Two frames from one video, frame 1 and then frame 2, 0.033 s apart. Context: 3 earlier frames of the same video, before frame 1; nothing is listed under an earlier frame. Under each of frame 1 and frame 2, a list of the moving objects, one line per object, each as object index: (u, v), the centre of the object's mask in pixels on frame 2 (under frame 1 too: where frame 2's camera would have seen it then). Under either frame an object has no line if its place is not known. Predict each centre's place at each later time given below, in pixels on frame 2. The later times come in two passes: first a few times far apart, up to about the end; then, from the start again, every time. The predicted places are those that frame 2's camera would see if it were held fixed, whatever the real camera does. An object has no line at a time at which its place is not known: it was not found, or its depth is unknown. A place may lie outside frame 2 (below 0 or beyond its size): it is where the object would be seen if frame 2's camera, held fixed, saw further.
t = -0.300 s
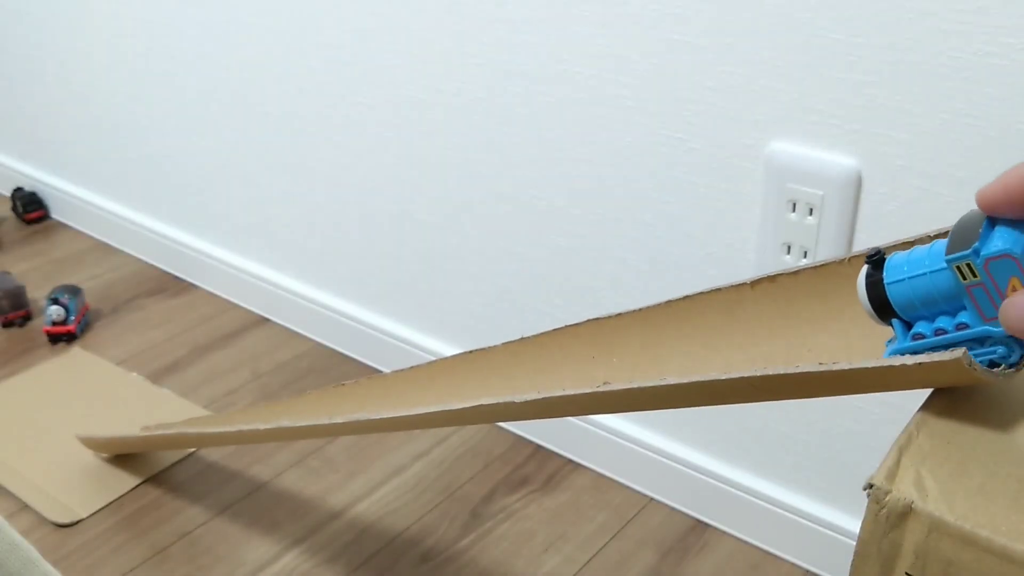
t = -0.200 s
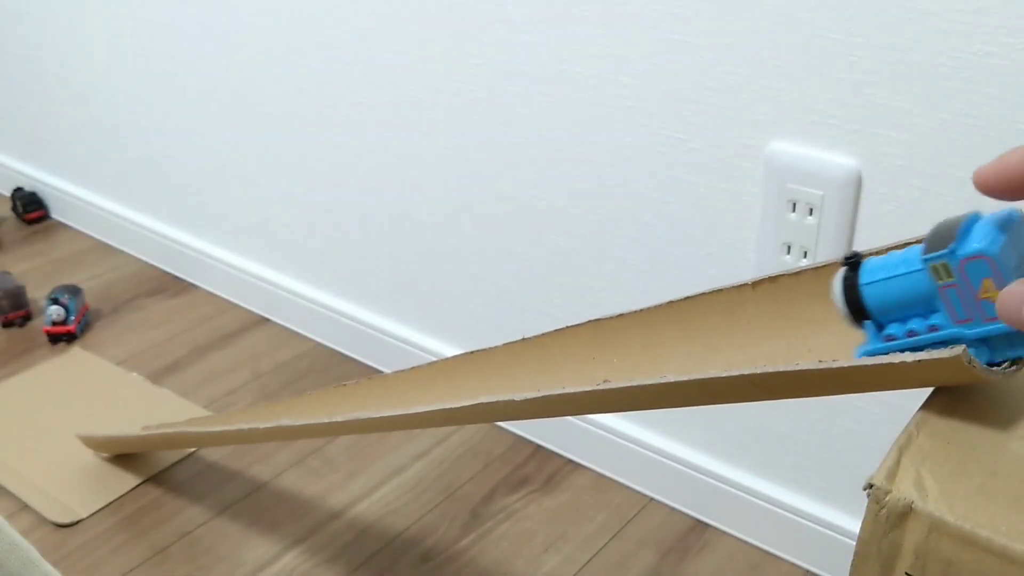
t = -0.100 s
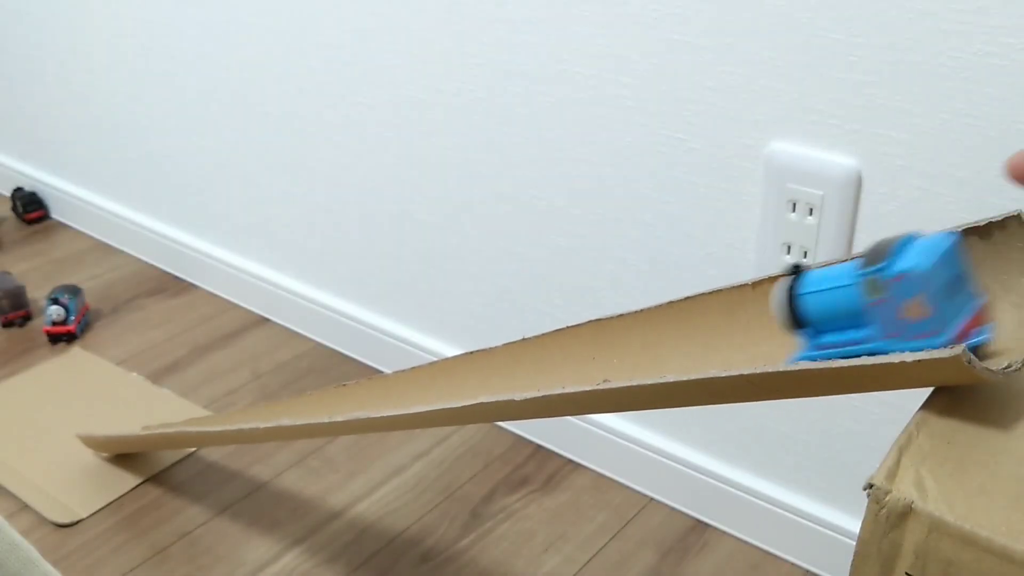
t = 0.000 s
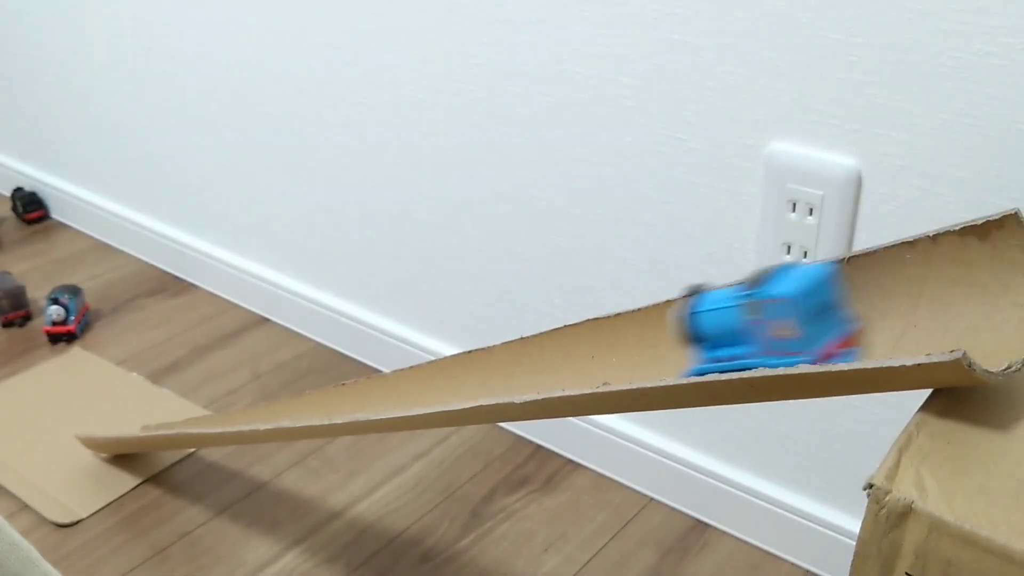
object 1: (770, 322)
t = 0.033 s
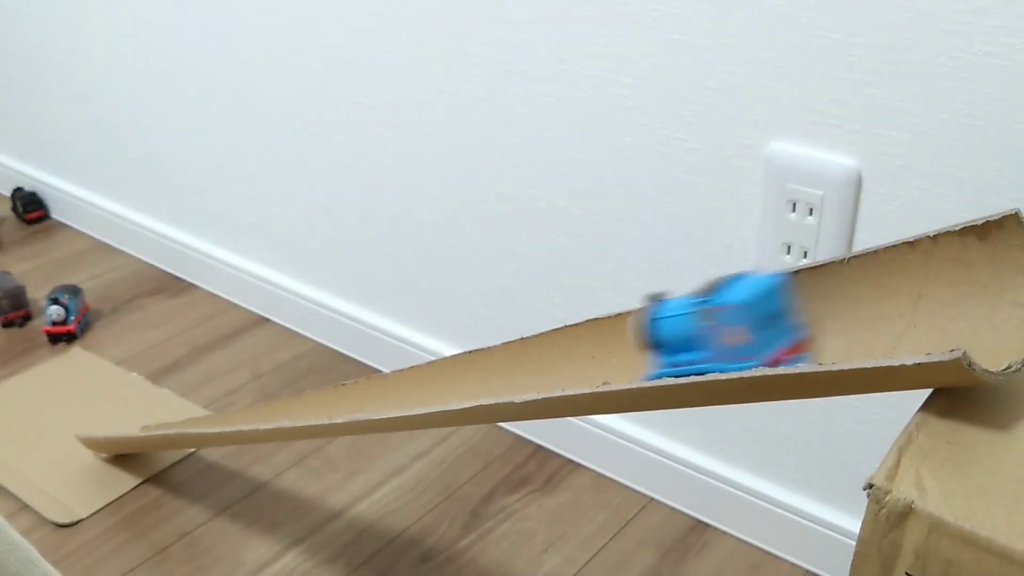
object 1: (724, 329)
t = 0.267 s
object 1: (414, 377)
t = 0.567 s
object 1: (144, 416)
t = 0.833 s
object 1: (29, 351)
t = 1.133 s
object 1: (11, 322)
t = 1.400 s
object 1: (12, 322)
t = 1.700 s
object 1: (12, 321)
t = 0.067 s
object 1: (679, 334)
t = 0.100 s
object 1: (632, 341)
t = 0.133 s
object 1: (585, 349)
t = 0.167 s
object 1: (541, 356)
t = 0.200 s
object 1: (497, 363)
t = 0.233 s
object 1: (454, 371)
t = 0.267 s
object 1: (414, 377)
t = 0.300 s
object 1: (376, 383)
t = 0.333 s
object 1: (340, 389)
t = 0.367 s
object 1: (307, 393)
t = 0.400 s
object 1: (276, 398)
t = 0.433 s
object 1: (246, 402)
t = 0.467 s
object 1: (219, 406)
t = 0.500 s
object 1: (192, 410)
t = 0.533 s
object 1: (166, 413)
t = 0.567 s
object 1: (144, 416)
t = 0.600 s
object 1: (122, 418)
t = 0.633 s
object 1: (103, 410)
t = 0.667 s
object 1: (88, 398)
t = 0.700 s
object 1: (74, 385)
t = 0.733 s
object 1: (59, 374)
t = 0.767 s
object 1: (47, 366)
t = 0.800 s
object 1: (38, 358)
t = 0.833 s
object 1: (29, 351)
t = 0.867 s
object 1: (23, 347)
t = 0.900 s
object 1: (19, 341)
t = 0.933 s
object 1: (16, 336)
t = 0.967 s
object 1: (14, 331)
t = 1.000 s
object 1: (12, 329)
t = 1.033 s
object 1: (12, 326)
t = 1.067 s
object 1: (11, 324)
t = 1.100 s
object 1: (11, 323)
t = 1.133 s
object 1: (11, 322)
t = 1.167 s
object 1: (11, 322)
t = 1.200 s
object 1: (11, 322)
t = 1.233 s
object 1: (11, 322)
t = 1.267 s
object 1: (12, 322)
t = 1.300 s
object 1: (12, 322)
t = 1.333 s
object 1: (12, 322)
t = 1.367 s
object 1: (12, 322)
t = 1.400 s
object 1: (12, 322)
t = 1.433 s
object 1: (12, 322)
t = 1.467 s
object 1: (12, 322)
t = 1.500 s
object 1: (12, 322)
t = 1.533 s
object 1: (12, 322)
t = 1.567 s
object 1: (12, 322)
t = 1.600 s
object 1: (12, 322)
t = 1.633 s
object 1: (12, 321)
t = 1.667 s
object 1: (12, 321)
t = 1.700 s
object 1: (12, 321)
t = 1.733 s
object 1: (12, 321)
